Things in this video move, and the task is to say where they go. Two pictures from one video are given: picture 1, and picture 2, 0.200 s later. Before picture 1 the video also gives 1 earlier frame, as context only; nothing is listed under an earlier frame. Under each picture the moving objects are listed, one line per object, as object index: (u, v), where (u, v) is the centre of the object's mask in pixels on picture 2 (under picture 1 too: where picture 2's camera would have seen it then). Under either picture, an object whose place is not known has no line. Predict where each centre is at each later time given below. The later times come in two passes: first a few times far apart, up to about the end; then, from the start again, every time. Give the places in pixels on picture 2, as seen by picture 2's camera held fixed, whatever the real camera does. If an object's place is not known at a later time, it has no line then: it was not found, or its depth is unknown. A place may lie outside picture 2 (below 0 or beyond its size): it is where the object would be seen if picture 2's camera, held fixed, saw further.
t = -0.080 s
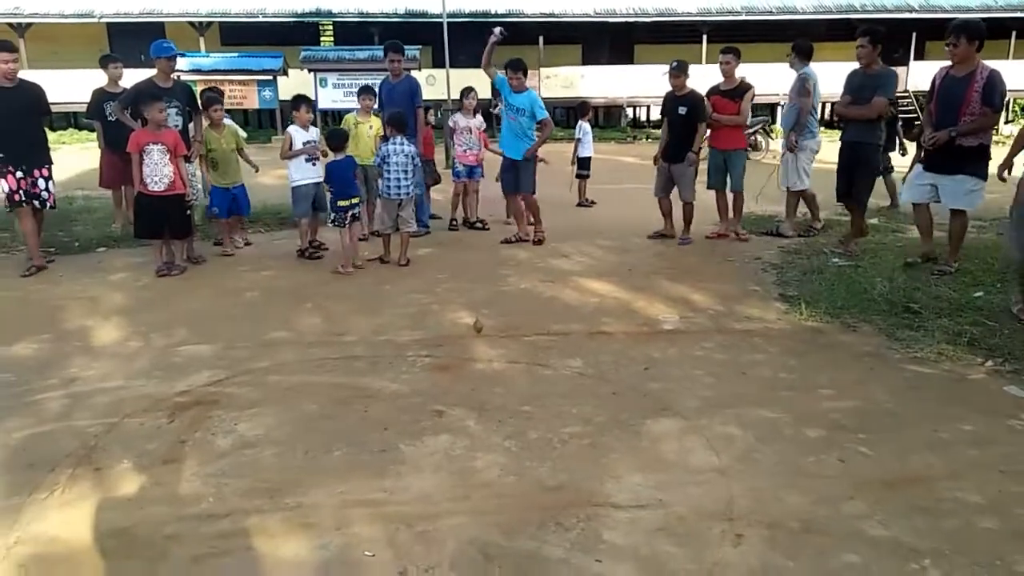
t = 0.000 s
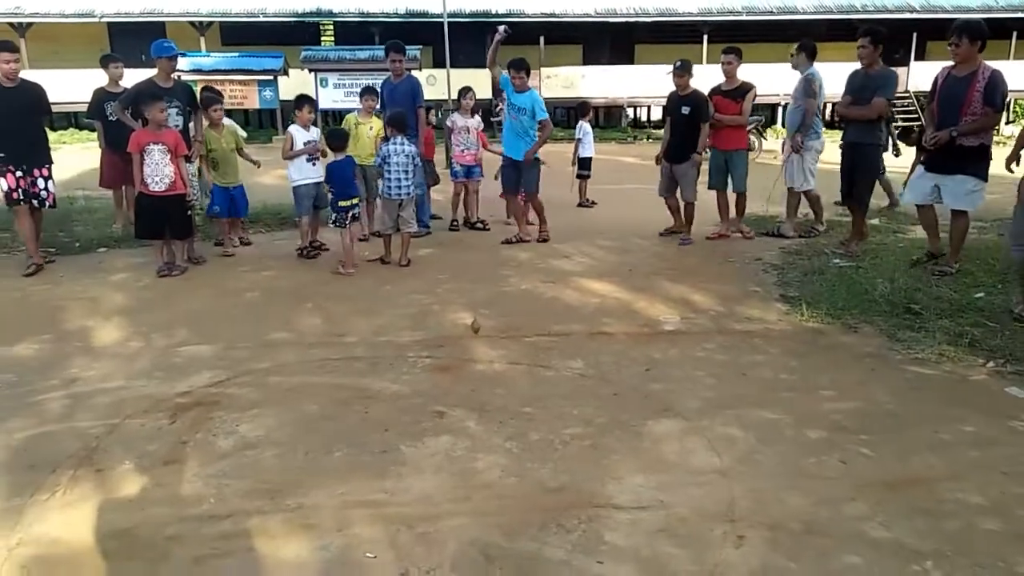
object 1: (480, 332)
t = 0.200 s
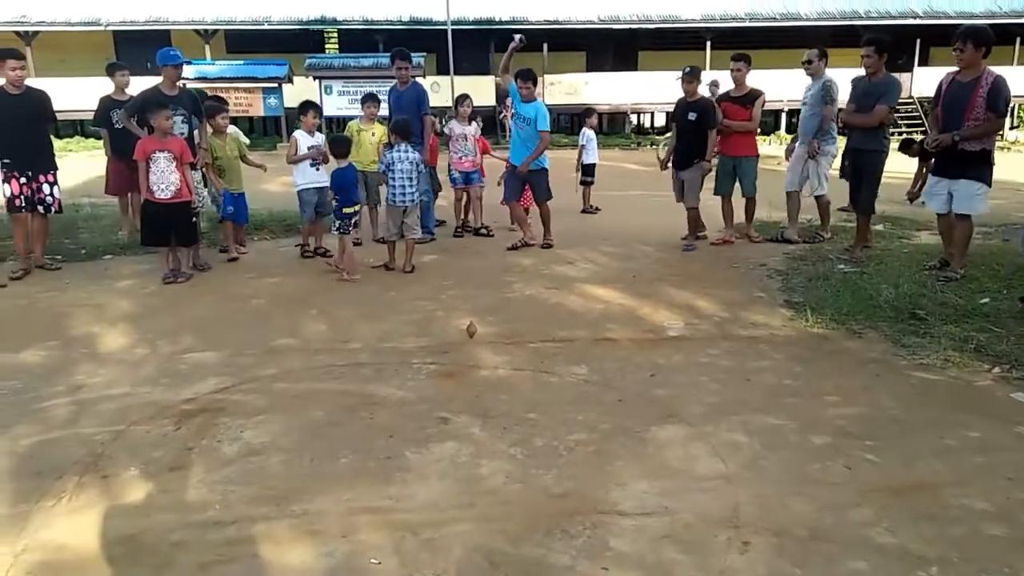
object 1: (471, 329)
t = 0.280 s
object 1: (468, 329)
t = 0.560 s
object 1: (460, 328)
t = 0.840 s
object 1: (449, 330)
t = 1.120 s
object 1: (436, 333)
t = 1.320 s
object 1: (427, 335)
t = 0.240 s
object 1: (470, 329)
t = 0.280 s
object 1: (468, 329)
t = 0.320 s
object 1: (467, 328)
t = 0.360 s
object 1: (465, 328)
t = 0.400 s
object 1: (464, 328)
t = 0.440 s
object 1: (463, 328)
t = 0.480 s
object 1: (461, 328)
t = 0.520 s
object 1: (461, 327)
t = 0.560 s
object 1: (460, 328)
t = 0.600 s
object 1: (459, 328)
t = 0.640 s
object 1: (457, 329)
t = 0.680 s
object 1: (454, 329)
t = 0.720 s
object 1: (453, 329)
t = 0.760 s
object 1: (451, 330)
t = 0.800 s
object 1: (450, 330)
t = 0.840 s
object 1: (449, 330)
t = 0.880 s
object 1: (447, 330)
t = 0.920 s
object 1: (445, 331)
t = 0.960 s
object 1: (444, 331)
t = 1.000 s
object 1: (442, 332)
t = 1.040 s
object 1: (440, 332)
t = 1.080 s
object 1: (438, 332)
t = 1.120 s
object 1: (436, 333)
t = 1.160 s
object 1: (434, 334)
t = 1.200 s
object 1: (432, 334)
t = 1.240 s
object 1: (431, 334)
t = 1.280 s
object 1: (429, 335)
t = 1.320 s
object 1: (427, 335)
